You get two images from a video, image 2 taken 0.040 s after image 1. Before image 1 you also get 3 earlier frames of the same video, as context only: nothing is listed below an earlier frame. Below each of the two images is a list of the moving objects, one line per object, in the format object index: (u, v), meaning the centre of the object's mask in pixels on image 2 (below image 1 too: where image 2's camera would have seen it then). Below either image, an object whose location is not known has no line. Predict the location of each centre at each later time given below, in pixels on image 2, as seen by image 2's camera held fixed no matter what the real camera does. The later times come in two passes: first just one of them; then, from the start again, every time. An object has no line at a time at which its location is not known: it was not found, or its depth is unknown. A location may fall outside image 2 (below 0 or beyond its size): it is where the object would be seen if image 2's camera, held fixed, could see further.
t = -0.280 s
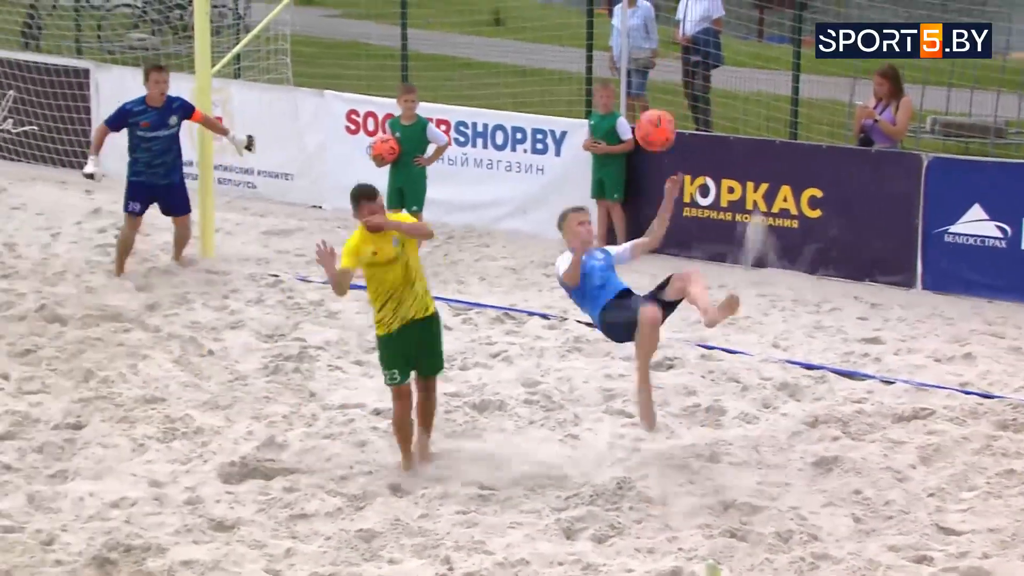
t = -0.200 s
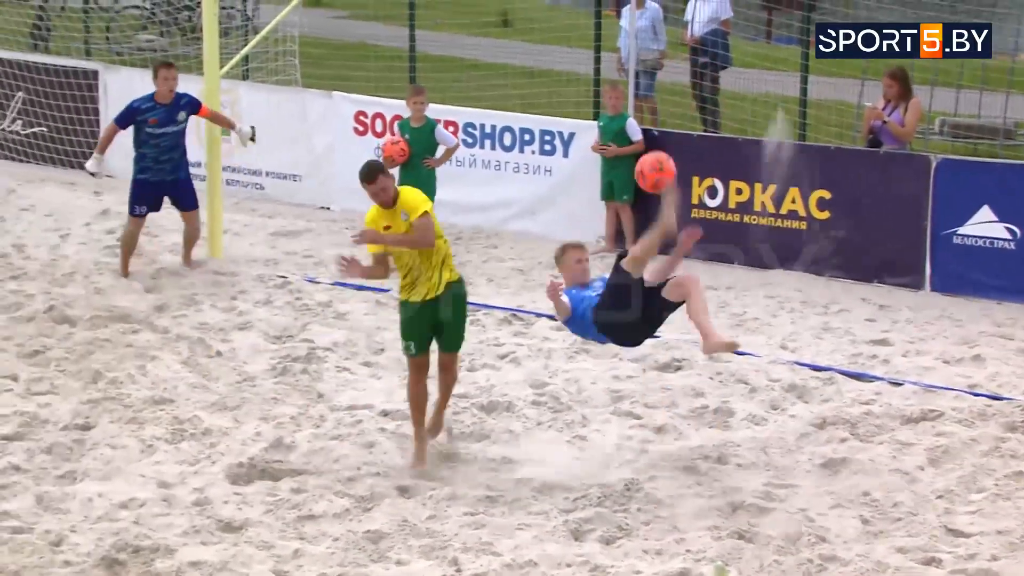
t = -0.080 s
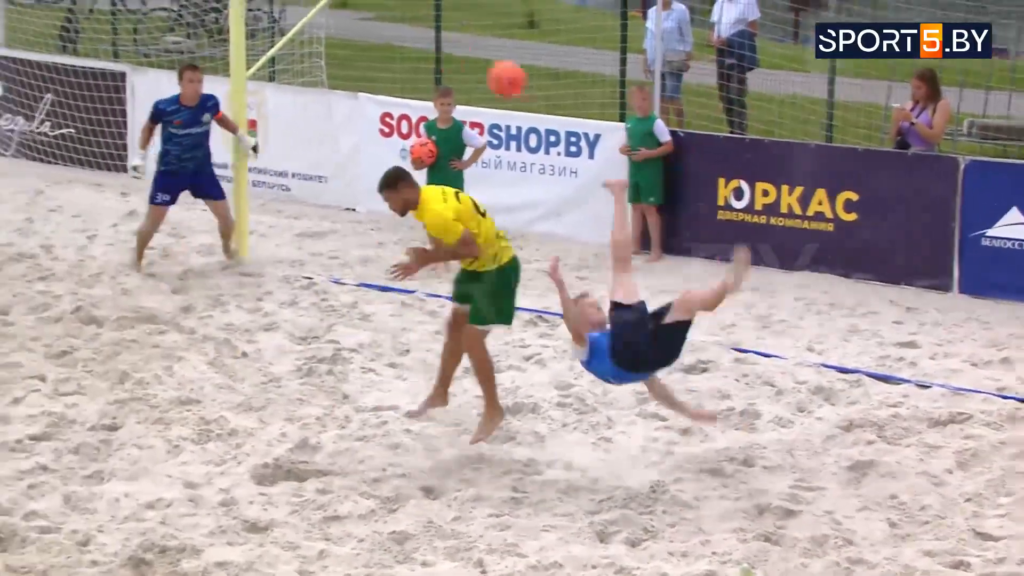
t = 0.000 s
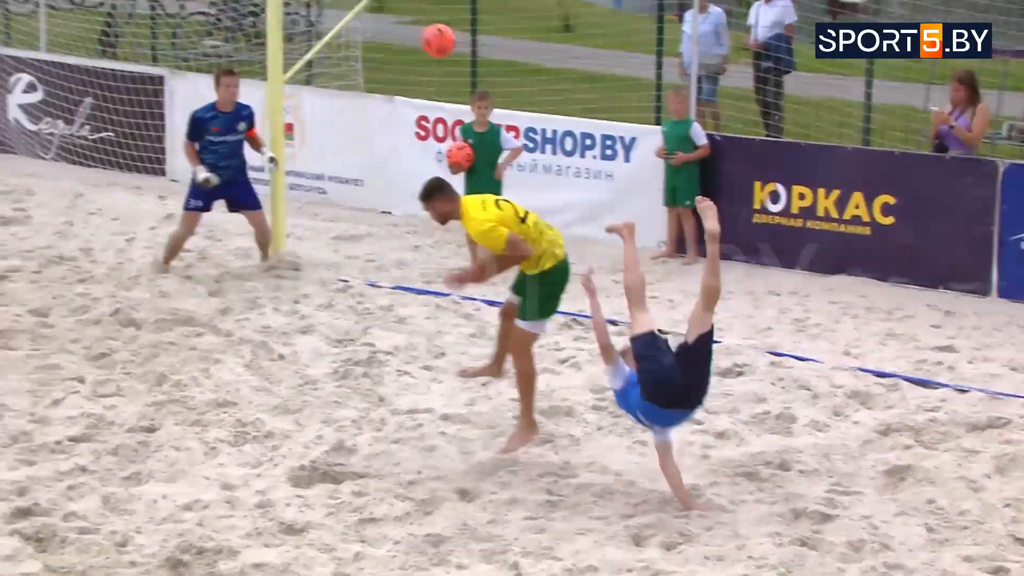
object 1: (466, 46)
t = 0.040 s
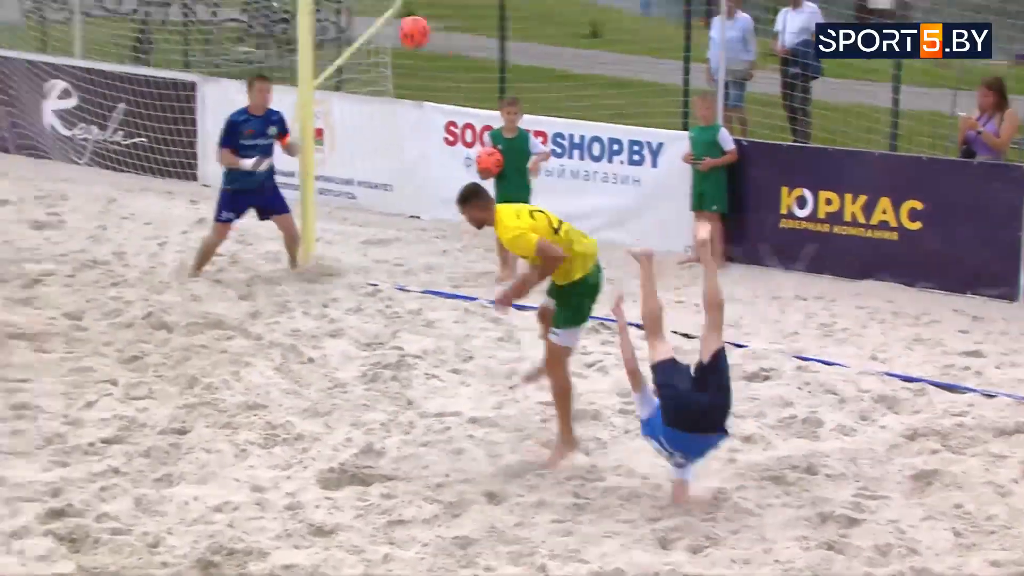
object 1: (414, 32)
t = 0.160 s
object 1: (352, 21)
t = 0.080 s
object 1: (386, 26)
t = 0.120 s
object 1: (365, 23)
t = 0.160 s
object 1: (352, 21)
